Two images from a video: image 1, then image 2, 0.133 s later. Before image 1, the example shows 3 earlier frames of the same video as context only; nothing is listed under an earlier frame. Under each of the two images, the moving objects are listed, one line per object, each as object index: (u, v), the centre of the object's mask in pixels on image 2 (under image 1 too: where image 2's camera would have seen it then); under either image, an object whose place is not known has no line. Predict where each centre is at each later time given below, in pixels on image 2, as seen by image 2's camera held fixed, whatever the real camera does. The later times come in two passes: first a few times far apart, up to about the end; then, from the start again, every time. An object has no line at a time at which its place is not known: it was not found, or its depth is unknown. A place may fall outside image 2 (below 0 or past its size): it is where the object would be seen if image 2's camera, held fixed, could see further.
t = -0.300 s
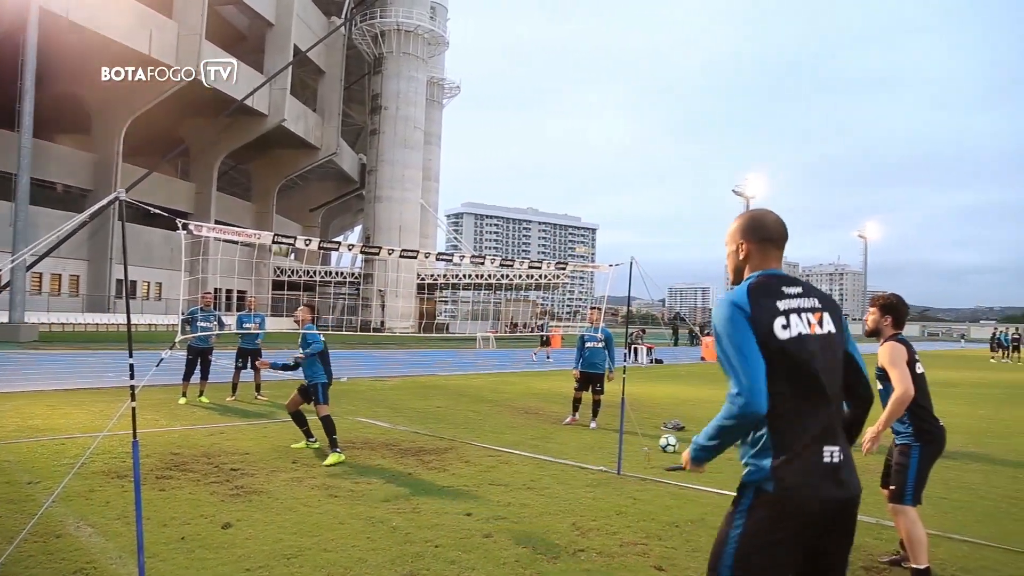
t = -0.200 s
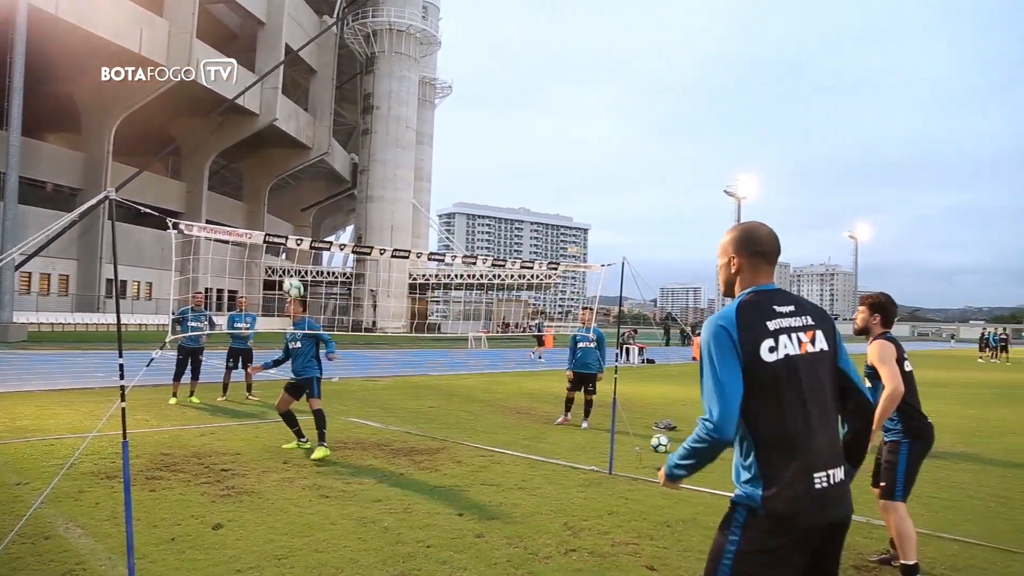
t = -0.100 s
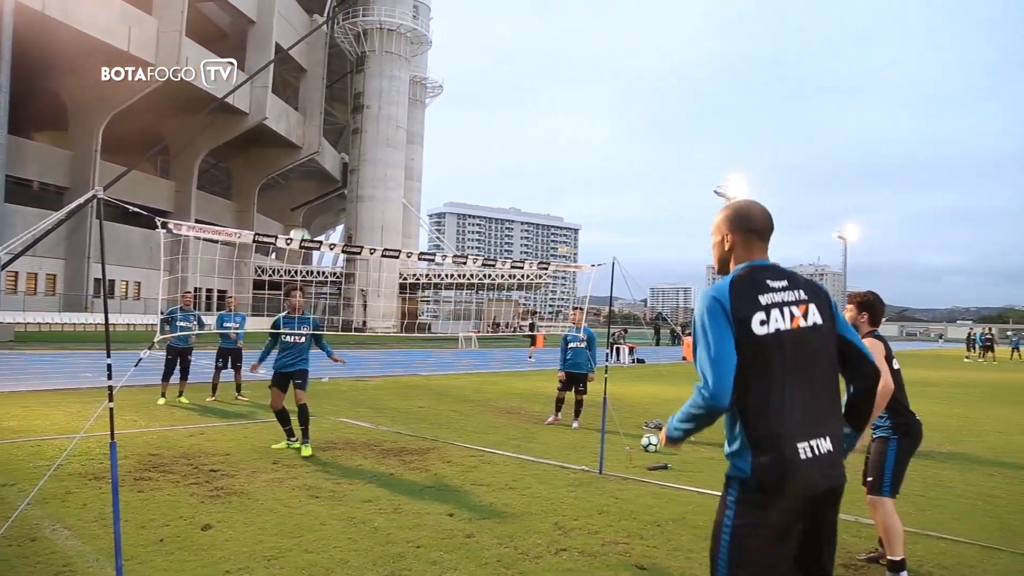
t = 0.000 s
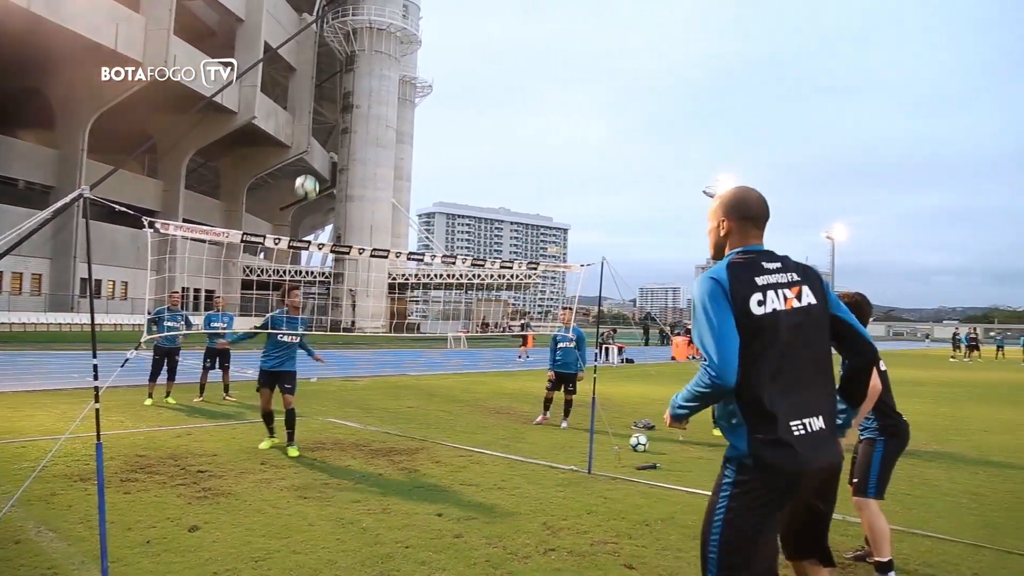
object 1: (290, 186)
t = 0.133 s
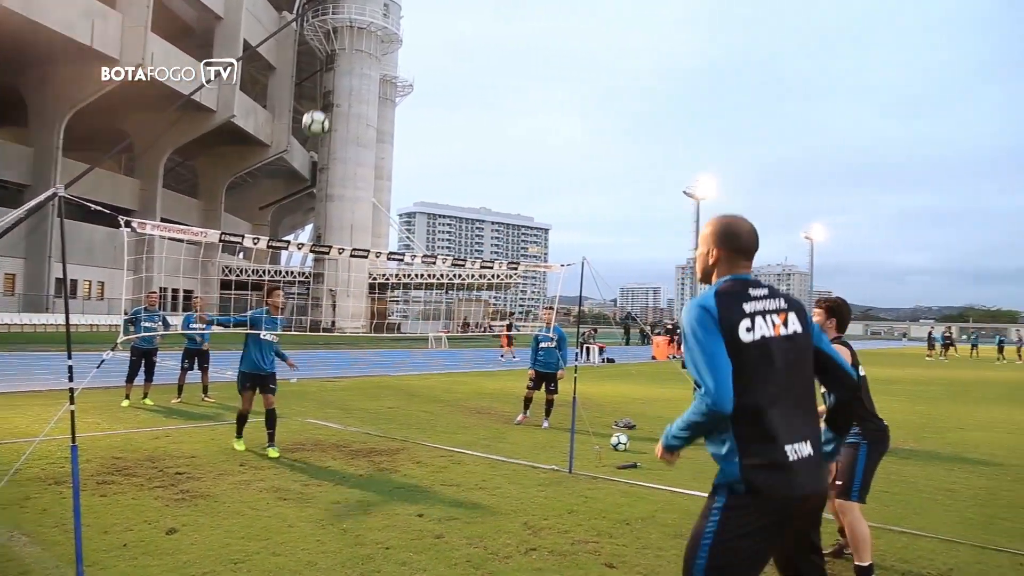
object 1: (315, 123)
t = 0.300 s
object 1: (354, 57)
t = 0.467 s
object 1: (405, 16)
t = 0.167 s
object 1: (322, 108)
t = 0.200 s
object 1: (329, 95)
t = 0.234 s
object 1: (337, 81)
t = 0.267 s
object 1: (346, 68)
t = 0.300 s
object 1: (354, 57)
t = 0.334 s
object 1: (363, 46)
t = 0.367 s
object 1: (373, 38)
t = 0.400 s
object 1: (383, 29)
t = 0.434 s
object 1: (394, 21)
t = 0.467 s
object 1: (405, 16)
